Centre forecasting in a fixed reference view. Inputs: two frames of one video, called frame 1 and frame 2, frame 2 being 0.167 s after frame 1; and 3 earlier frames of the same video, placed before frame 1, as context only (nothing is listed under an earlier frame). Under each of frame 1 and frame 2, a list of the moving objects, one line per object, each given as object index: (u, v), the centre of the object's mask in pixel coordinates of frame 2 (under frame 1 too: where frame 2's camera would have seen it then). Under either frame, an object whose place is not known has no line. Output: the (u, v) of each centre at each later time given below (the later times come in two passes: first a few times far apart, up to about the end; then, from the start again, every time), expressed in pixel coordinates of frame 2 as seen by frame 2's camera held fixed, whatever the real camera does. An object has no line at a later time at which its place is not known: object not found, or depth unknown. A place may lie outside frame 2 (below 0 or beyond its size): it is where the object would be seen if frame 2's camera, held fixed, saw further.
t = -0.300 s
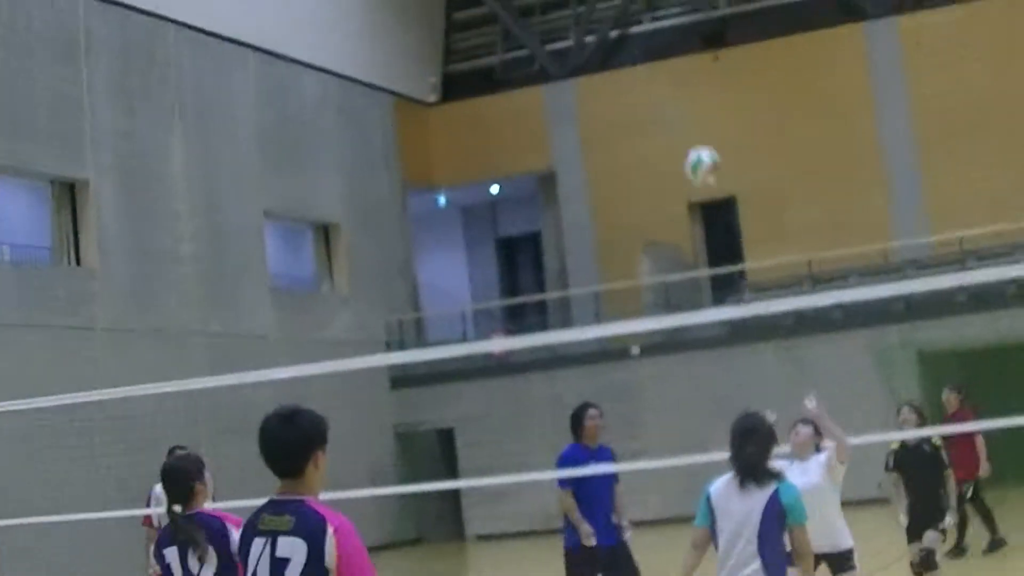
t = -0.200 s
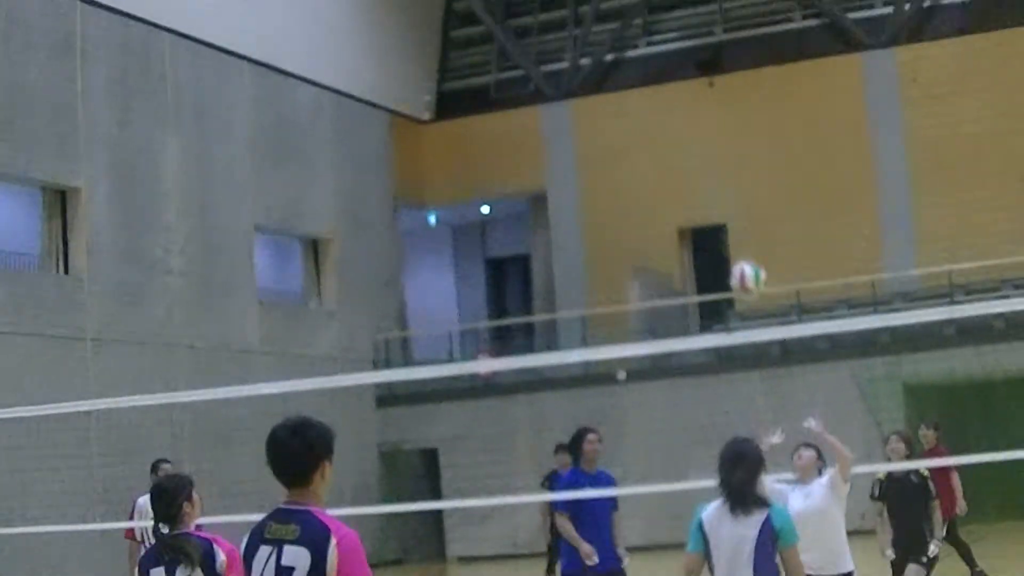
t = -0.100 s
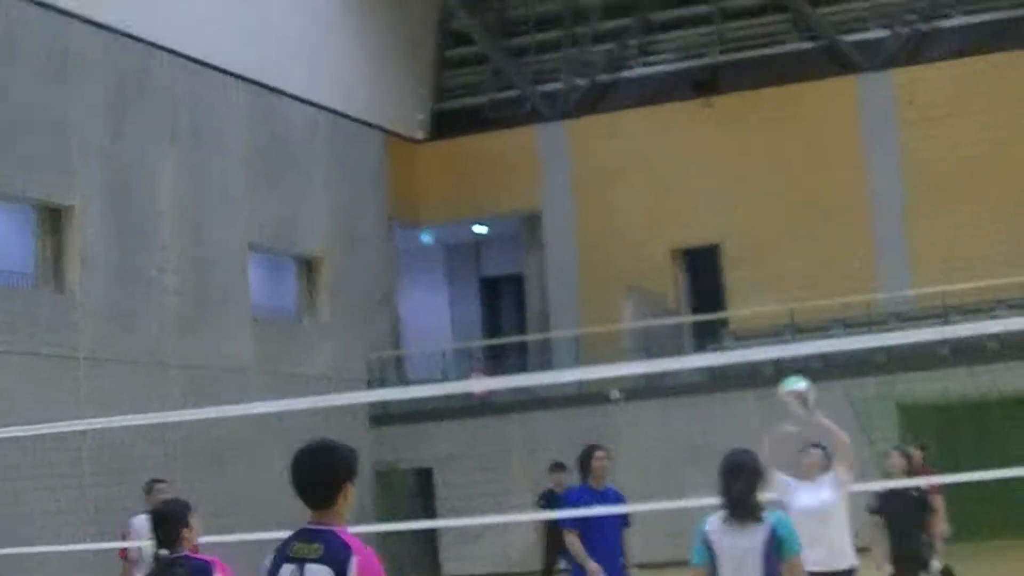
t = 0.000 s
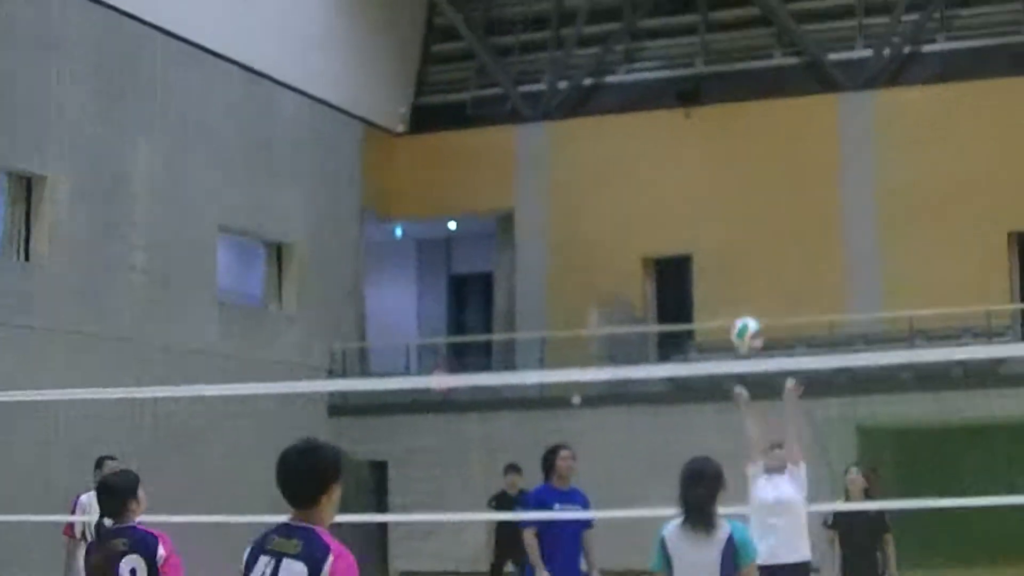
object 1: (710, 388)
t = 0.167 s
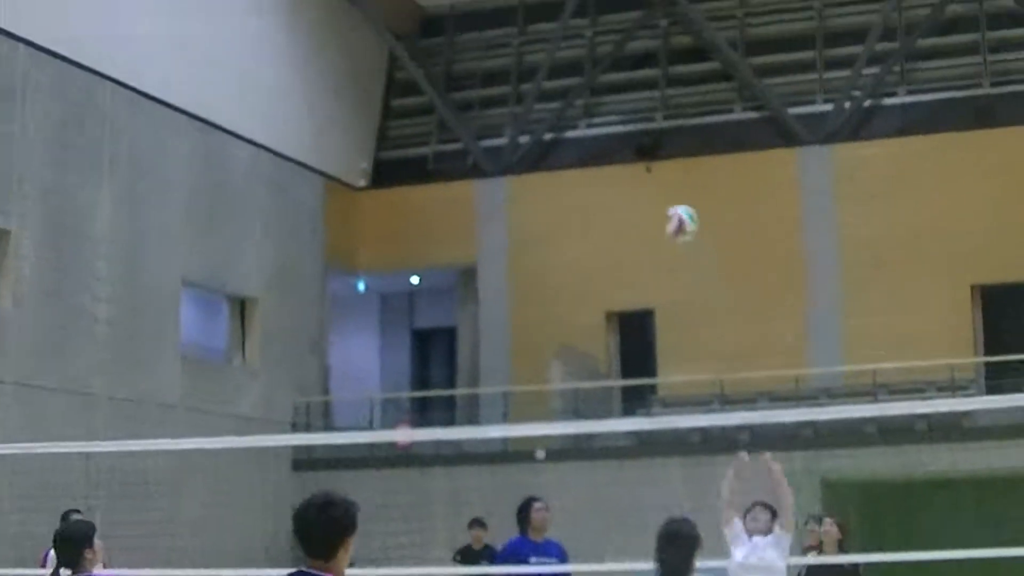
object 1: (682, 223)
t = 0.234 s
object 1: (670, 170)
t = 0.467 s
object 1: (634, 46)
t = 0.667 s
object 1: (606, 5)
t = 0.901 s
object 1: (575, 37)
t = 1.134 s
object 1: (547, 162)
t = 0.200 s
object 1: (677, 196)
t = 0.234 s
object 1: (670, 170)
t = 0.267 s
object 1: (664, 149)
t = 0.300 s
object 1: (658, 127)
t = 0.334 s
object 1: (653, 107)
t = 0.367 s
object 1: (649, 90)
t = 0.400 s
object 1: (644, 73)
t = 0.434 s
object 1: (639, 59)
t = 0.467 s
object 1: (634, 46)
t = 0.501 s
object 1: (629, 35)
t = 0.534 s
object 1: (624, 26)
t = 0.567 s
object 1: (620, 18)
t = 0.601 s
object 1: (615, 12)
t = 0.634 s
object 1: (611, 7)
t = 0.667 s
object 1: (606, 5)
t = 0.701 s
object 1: (601, 4)
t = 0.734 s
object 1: (597, 5)
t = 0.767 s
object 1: (593, 8)
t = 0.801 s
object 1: (588, 12)
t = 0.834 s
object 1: (584, 18)
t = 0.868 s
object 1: (580, 27)
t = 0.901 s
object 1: (575, 37)
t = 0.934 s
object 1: (571, 49)
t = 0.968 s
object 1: (568, 63)
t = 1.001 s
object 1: (563, 79)
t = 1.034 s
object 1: (559, 97)
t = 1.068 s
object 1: (555, 117)
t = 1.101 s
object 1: (551, 139)
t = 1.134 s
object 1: (547, 162)
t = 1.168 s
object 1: (543, 187)
